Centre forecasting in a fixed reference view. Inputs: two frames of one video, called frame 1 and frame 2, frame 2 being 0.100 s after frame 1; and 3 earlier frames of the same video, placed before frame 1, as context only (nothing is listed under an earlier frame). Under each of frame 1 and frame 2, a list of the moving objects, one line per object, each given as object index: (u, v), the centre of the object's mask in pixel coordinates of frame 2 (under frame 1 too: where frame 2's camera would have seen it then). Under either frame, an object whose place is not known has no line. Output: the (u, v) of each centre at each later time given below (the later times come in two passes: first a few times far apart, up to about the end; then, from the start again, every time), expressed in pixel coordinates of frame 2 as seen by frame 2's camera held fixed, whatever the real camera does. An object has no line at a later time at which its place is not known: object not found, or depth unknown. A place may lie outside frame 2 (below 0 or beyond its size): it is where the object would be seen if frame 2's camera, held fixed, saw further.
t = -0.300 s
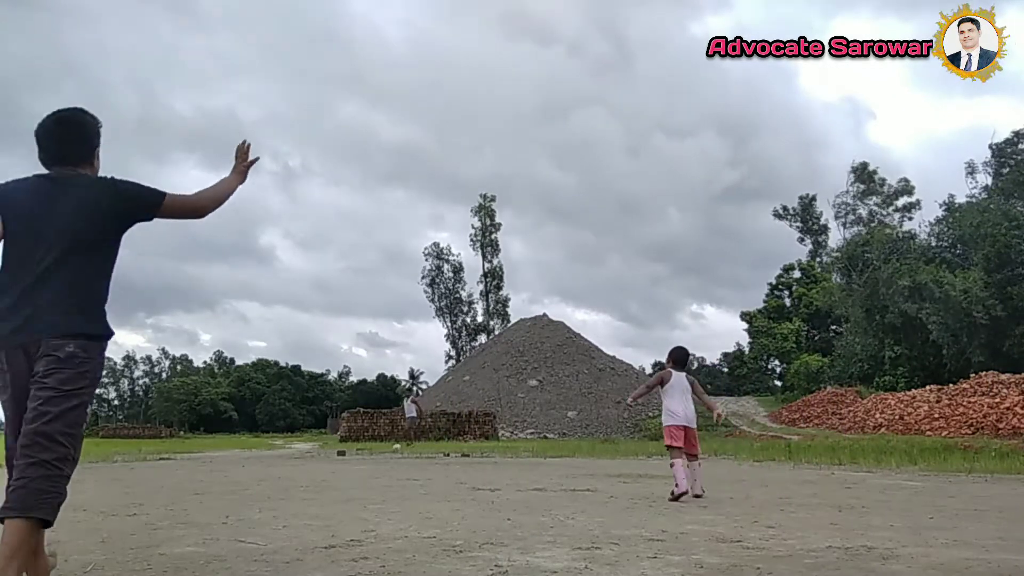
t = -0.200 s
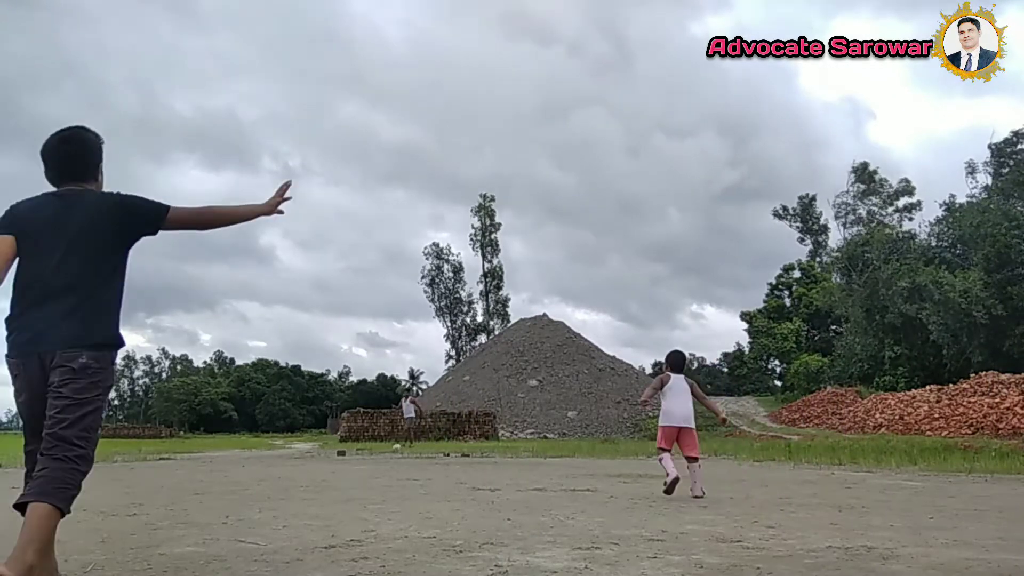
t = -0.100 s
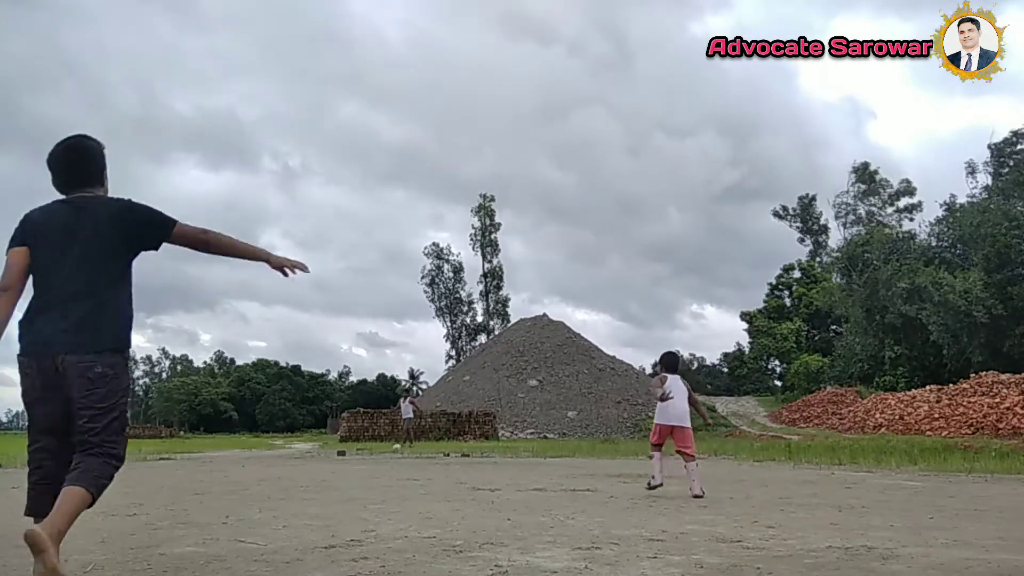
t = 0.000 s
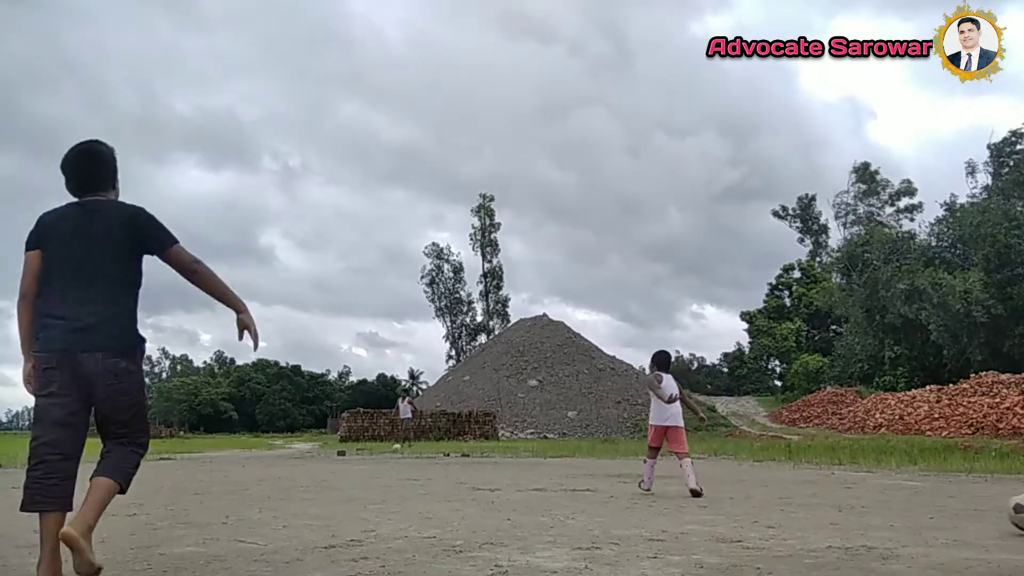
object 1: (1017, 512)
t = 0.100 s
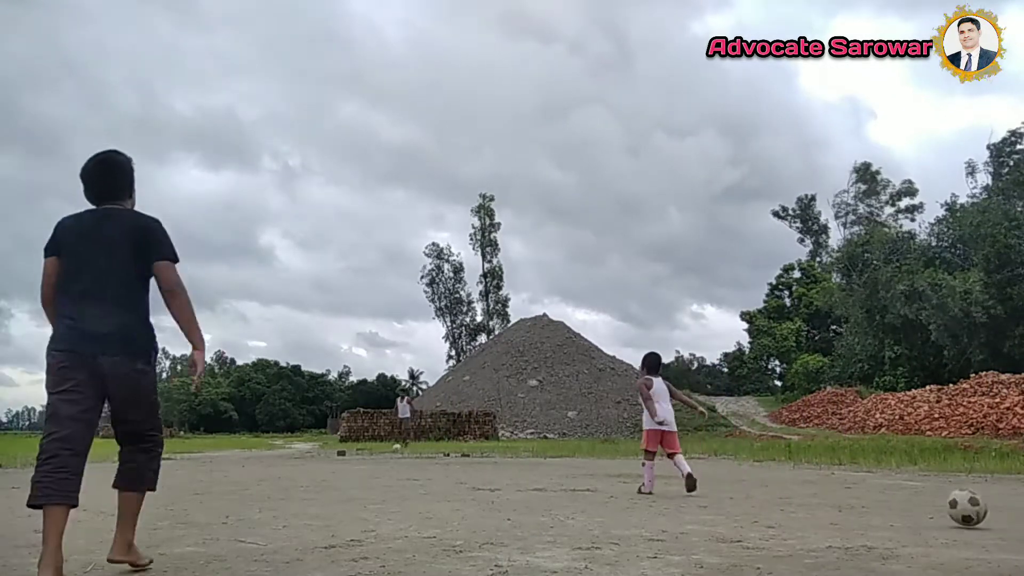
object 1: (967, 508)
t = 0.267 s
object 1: (883, 501)
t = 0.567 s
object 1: (770, 490)
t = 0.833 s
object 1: (699, 483)
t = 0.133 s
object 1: (949, 507)
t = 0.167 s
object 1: (931, 505)
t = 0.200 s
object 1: (914, 503)
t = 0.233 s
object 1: (898, 502)
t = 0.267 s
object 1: (883, 501)
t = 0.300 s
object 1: (868, 499)
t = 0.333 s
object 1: (854, 498)
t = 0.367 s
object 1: (841, 496)
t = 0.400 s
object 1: (828, 495)
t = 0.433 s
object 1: (815, 494)
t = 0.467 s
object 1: (803, 494)
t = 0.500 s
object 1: (791, 493)
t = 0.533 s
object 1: (781, 492)
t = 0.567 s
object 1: (770, 490)
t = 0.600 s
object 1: (761, 489)
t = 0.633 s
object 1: (750, 488)
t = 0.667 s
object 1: (740, 488)
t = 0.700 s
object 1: (731, 487)
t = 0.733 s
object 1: (723, 486)
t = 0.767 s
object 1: (714, 484)
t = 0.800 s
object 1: (707, 484)
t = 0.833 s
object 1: (699, 483)
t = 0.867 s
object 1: (691, 482)
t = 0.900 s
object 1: (684, 482)
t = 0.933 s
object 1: (678, 481)
